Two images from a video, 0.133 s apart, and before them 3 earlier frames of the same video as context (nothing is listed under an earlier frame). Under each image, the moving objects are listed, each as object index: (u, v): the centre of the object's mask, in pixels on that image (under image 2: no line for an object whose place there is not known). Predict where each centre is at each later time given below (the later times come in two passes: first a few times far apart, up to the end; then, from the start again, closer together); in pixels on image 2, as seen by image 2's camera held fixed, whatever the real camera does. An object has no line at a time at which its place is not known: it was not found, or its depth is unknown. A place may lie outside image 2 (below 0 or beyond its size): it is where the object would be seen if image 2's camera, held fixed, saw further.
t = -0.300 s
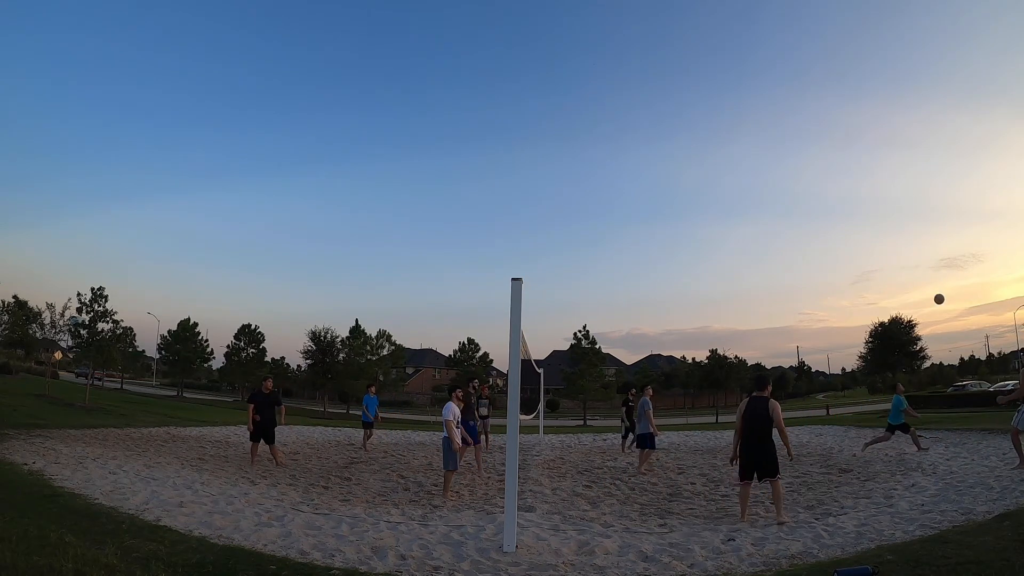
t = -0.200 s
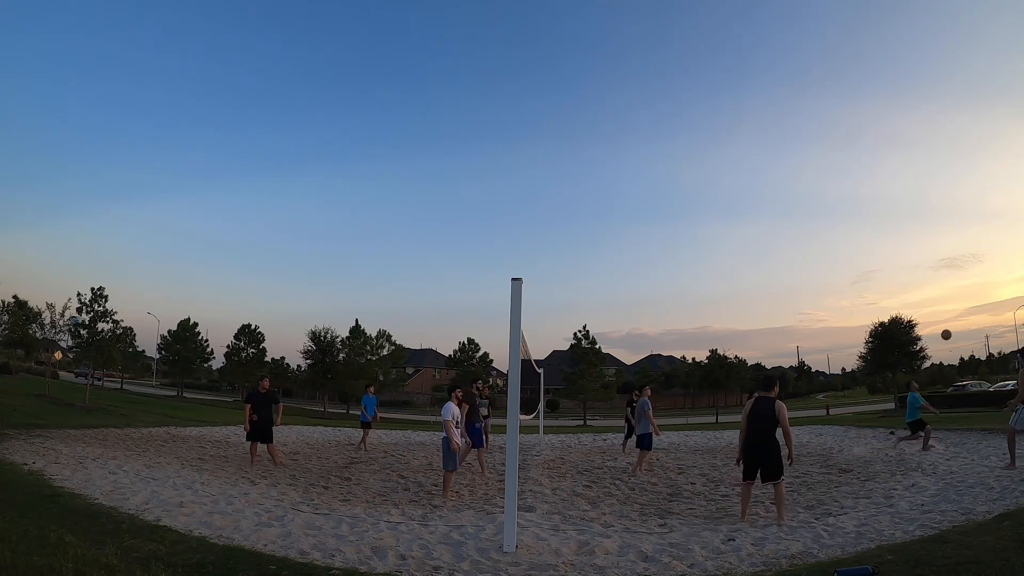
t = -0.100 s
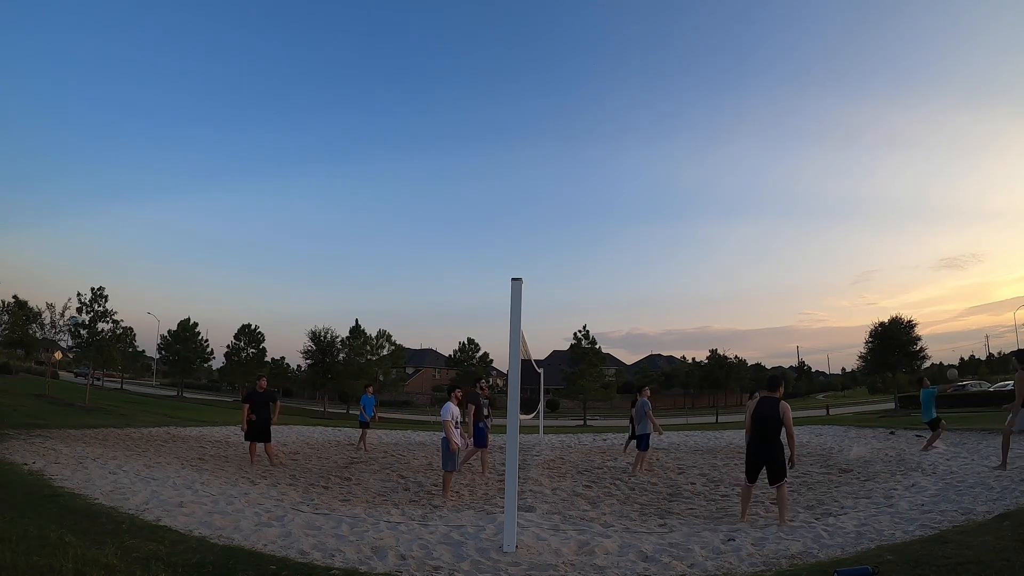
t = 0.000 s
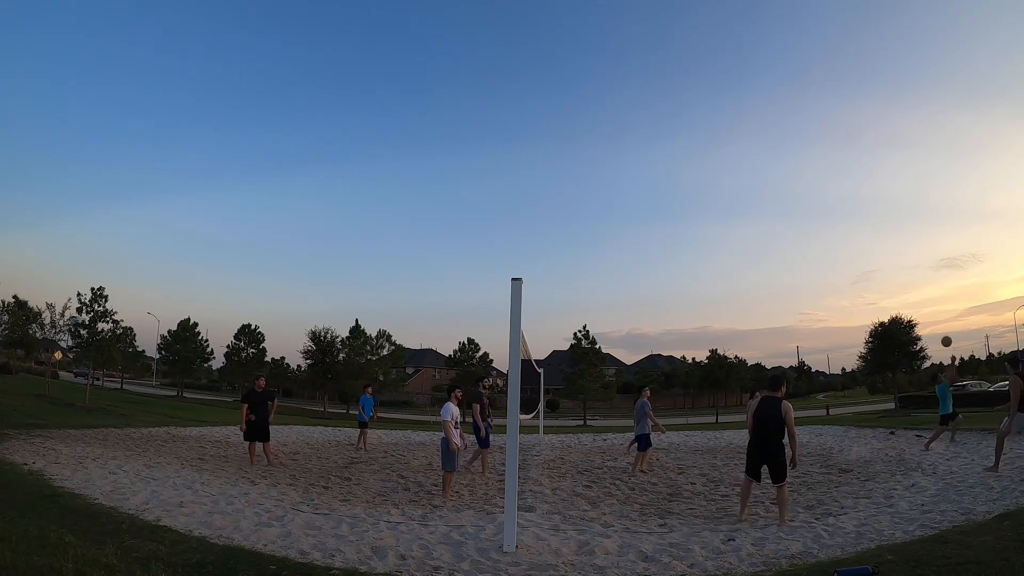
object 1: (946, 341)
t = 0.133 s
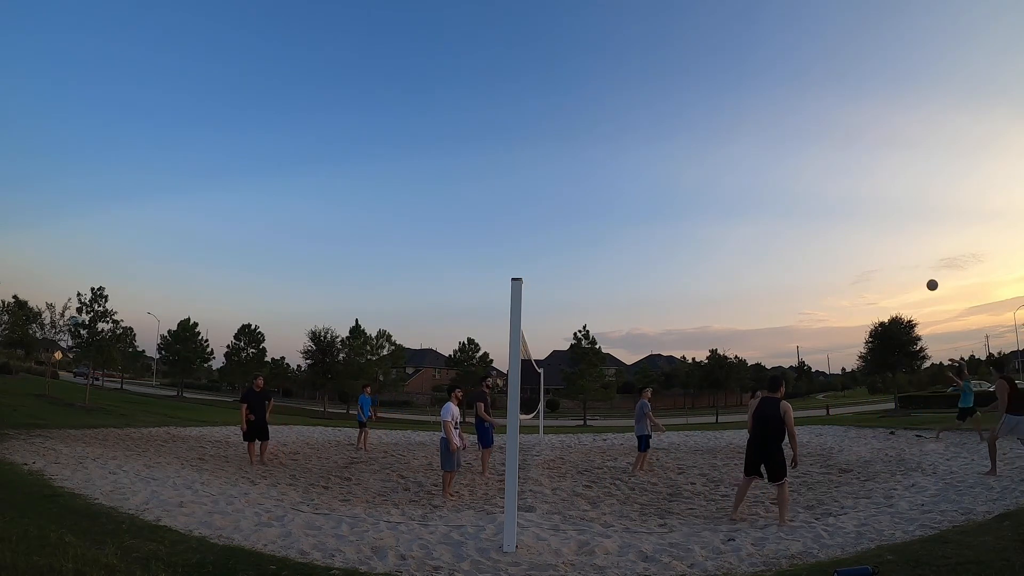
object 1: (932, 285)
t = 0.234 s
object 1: (919, 245)
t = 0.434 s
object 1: (886, 175)
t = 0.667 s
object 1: (838, 110)
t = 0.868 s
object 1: (790, 72)
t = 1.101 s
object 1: (718, 58)
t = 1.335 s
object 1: (608, 104)
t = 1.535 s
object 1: (432, 271)
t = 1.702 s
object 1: (233, 555)
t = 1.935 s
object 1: (25, 498)
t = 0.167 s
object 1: (928, 271)
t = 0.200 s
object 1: (923, 258)
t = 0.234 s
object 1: (919, 245)
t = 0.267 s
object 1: (914, 233)
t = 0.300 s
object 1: (909, 221)
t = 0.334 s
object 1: (903, 209)
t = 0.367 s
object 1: (898, 197)
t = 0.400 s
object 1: (892, 186)
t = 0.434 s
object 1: (886, 175)
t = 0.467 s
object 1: (879, 164)
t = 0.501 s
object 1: (873, 154)
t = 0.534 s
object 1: (867, 145)
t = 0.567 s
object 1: (860, 135)
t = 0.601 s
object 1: (853, 126)
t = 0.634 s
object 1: (846, 118)
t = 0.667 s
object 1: (838, 110)
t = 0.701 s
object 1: (831, 102)
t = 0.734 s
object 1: (823, 95)
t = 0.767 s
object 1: (815, 89)
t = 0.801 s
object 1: (807, 83)
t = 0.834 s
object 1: (798, 77)
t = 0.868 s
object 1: (790, 72)
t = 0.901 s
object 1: (780, 68)
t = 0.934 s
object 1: (771, 64)
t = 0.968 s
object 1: (761, 61)
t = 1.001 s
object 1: (751, 59)
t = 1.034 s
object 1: (741, 57)
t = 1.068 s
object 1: (730, 57)
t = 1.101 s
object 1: (718, 58)
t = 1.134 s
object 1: (705, 59)
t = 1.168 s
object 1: (692, 62)
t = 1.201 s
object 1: (678, 67)
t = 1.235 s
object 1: (662, 73)
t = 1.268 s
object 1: (646, 81)
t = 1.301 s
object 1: (628, 91)
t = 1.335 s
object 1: (608, 104)
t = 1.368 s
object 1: (585, 120)
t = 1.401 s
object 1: (560, 140)
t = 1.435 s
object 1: (533, 165)
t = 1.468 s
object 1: (502, 194)
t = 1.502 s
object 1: (469, 229)
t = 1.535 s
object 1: (432, 271)
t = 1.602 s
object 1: (351, 374)
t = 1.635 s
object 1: (310, 432)
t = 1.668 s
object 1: (269, 494)
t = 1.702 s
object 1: (233, 555)
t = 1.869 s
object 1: (79, 557)
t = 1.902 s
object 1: (51, 529)
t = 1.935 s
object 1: (25, 498)
